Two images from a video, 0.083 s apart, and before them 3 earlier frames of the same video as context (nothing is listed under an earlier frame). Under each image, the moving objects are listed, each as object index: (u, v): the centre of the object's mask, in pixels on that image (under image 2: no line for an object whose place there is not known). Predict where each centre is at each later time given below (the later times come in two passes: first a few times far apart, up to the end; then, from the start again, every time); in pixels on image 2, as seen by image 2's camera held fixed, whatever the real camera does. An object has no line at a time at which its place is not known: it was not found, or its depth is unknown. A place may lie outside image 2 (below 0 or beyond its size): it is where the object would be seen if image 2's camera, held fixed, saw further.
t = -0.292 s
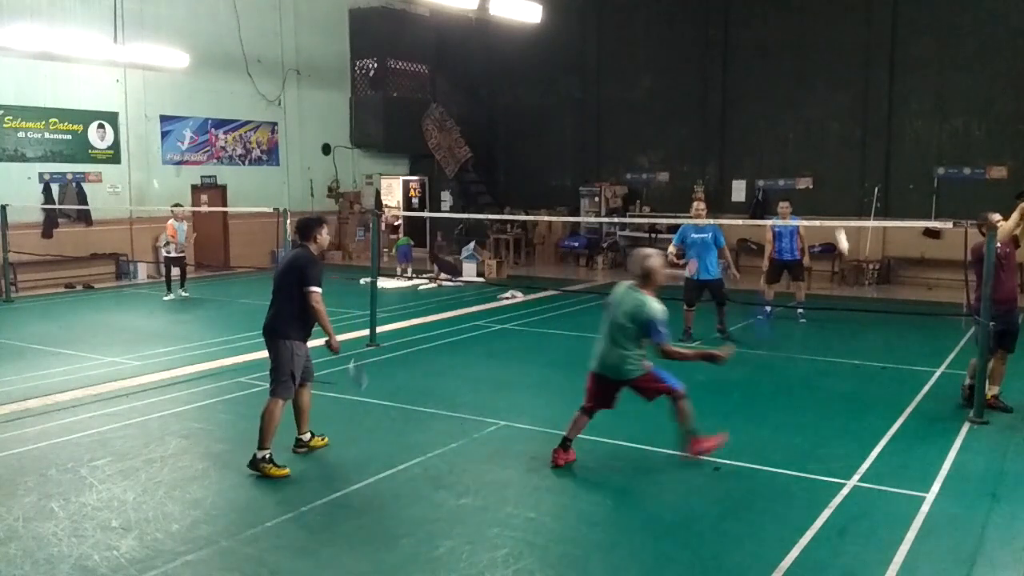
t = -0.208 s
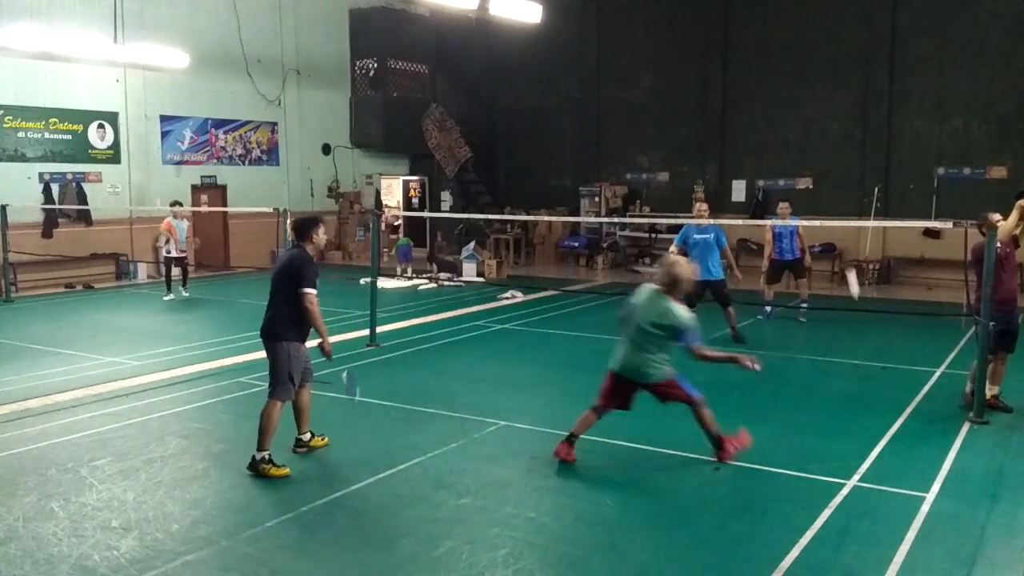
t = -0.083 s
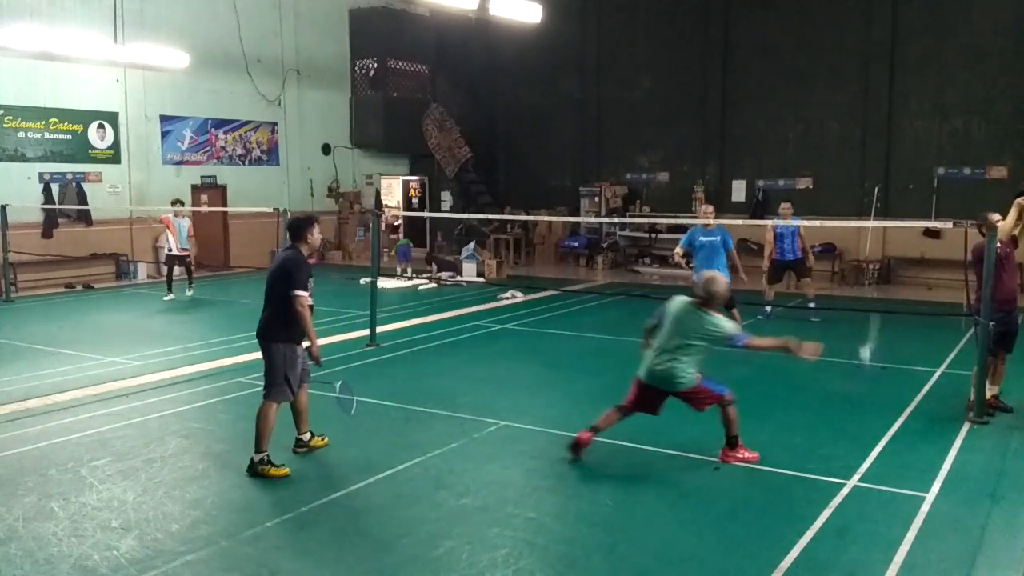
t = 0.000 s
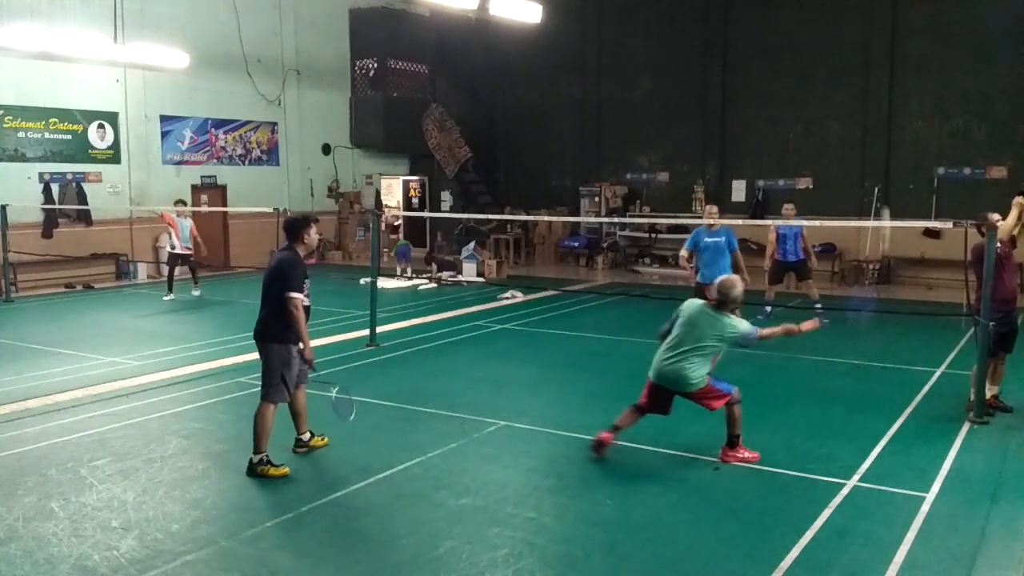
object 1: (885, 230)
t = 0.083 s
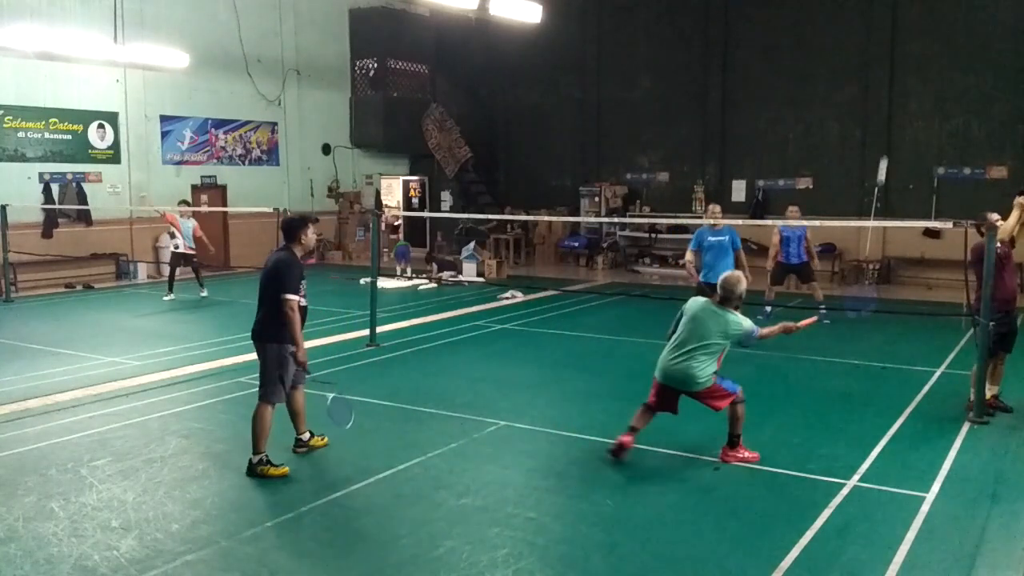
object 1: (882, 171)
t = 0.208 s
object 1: (886, 123)
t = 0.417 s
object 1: (888, 104)
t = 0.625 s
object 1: (888, 124)
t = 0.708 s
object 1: (888, 140)
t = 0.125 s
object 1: (885, 150)
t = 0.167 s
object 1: (885, 135)
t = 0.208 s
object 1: (886, 123)
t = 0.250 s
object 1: (886, 115)
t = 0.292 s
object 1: (887, 109)
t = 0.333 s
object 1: (888, 105)
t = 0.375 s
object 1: (888, 104)
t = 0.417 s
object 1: (888, 104)
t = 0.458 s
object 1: (888, 105)
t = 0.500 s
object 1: (888, 108)
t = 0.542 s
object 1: (888, 112)
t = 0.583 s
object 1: (888, 118)
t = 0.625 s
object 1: (888, 124)
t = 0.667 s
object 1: (888, 132)
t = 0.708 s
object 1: (888, 140)
